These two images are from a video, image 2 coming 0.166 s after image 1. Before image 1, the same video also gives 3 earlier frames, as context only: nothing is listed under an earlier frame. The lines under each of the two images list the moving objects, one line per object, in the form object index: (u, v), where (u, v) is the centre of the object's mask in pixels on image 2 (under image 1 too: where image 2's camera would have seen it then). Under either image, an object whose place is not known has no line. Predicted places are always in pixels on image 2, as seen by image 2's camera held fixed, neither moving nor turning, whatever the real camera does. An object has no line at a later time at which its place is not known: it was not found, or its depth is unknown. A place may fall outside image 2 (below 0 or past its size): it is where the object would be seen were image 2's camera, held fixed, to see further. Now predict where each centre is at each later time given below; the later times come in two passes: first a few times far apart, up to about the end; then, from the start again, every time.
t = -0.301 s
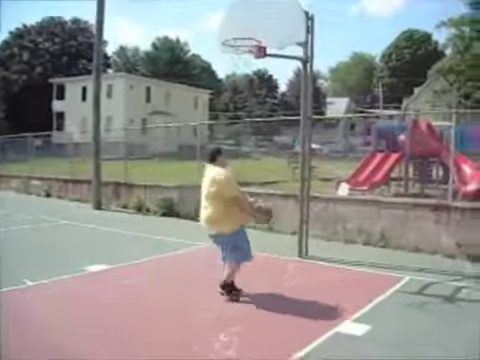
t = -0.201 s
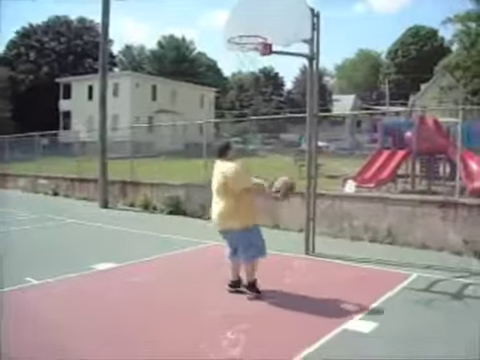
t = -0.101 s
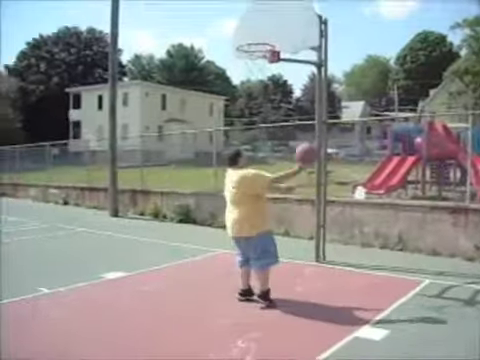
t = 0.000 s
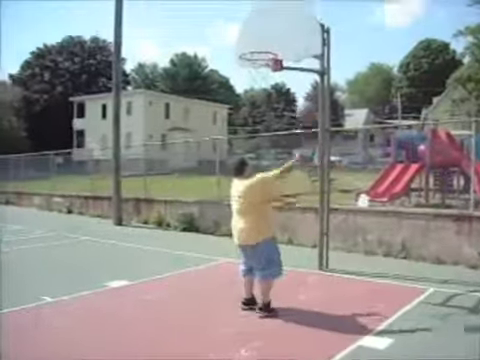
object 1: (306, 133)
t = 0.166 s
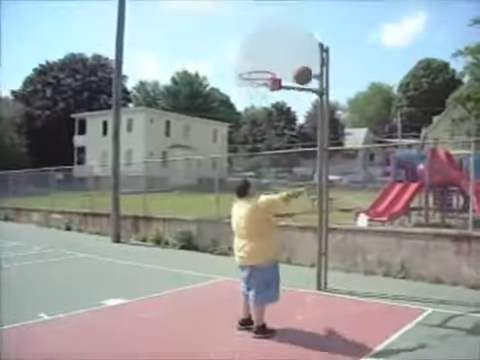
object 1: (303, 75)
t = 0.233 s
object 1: (302, 60)
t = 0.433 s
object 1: (298, 38)
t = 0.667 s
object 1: (281, 45)
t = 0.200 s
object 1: (302, 67)
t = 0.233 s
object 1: (302, 60)
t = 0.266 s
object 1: (301, 54)
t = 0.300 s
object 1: (300, 49)
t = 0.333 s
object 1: (299, 45)
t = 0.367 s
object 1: (299, 42)
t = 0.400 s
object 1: (298, 40)
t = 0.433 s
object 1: (298, 38)
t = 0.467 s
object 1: (295, 36)
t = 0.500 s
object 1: (293, 36)
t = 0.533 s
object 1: (290, 36)
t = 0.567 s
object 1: (288, 37)
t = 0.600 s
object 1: (285, 39)
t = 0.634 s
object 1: (283, 42)
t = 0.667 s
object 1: (281, 45)
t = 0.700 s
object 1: (278, 50)
